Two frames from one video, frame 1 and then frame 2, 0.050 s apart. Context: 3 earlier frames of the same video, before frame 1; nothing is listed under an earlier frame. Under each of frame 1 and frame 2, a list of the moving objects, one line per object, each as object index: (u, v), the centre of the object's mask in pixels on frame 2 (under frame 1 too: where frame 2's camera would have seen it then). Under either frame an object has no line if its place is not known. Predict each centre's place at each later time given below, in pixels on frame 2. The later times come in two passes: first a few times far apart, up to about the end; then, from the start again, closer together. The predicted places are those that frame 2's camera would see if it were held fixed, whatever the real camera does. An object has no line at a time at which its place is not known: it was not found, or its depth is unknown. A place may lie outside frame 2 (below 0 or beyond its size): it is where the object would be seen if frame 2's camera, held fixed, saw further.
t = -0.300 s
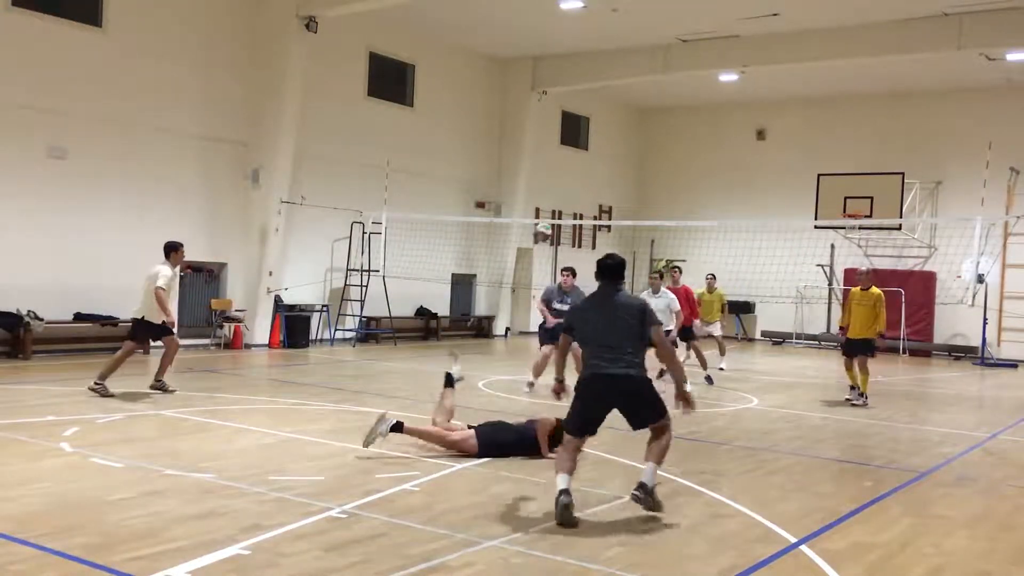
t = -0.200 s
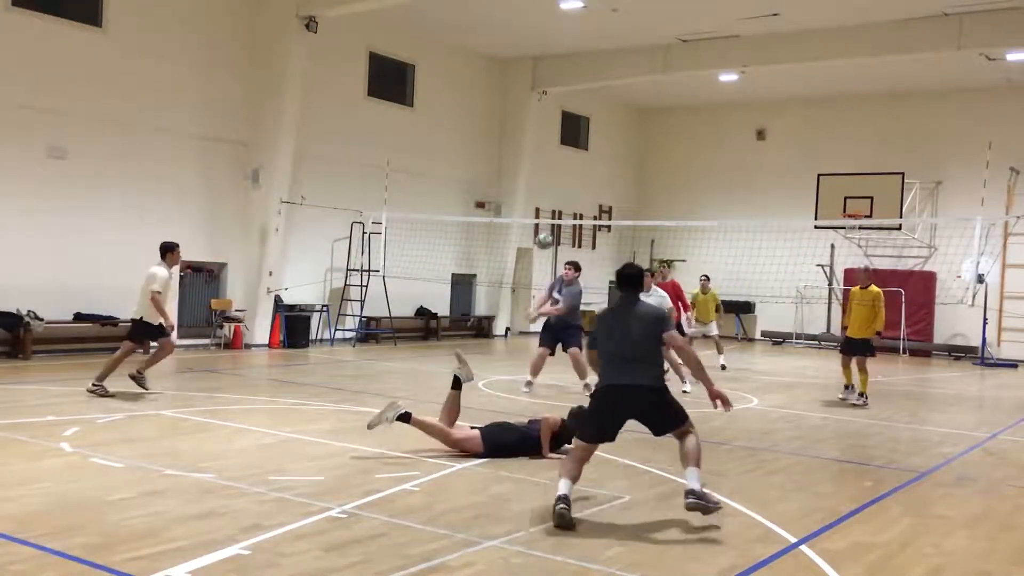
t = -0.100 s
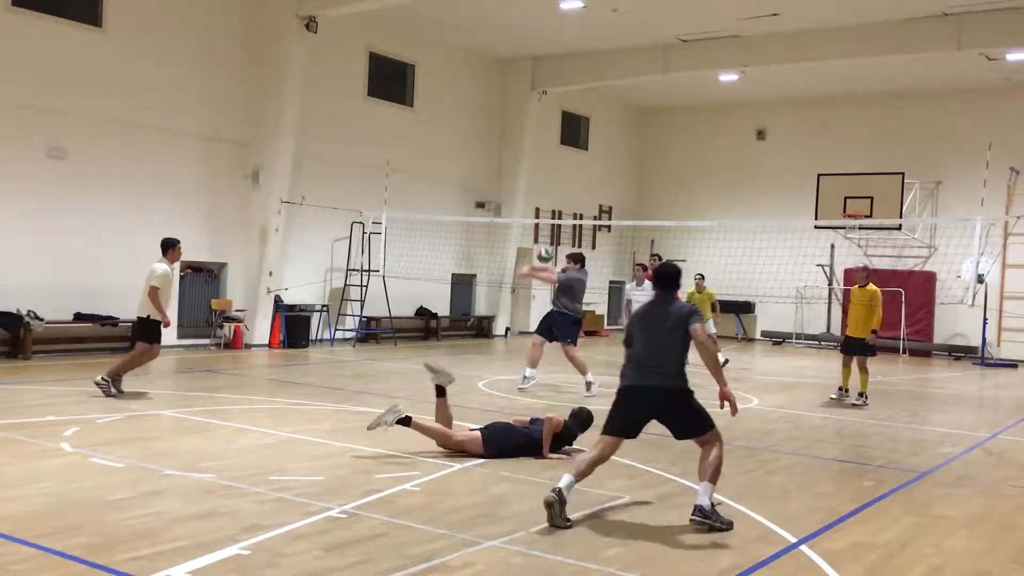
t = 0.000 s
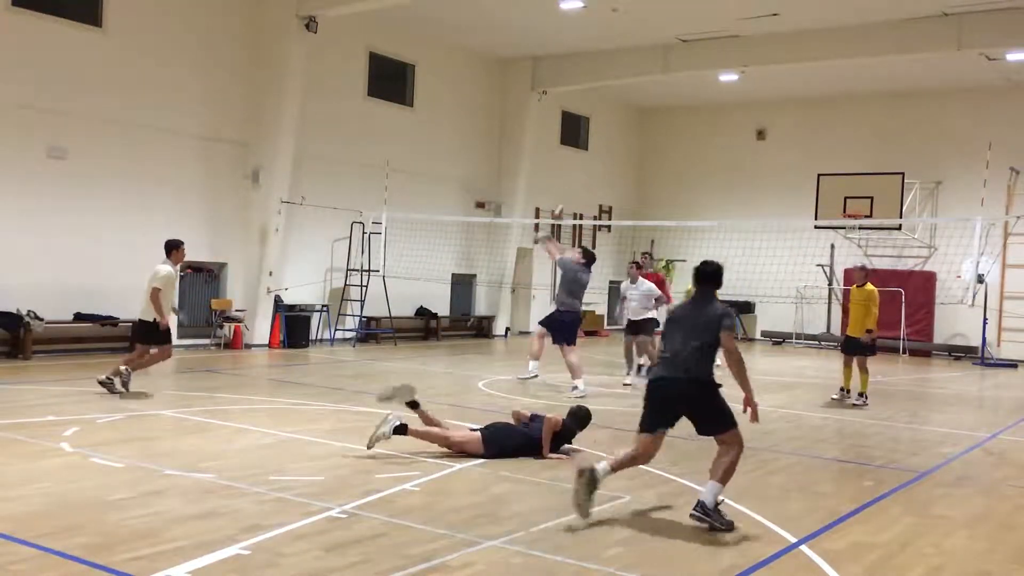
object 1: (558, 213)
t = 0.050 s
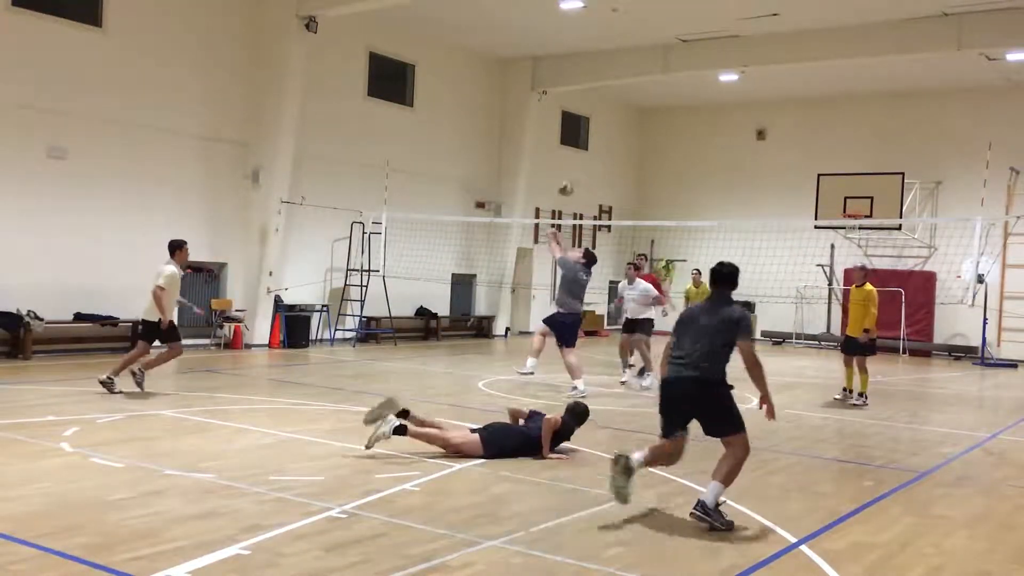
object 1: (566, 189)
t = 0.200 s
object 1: (589, 122)
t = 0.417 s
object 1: (627, 53)
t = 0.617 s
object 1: (663, 24)
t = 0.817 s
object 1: (699, 31)
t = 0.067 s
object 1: (567, 181)
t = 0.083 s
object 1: (570, 172)
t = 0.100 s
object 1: (573, 164)
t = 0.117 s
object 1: (576, 157)
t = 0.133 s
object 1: (579, 148)
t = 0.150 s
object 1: (581, 141)
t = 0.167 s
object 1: (584, 135)
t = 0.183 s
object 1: (588, 127)
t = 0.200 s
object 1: (589, 122)
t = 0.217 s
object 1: (592, 117)
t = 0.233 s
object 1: (596, 110)
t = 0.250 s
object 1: (599, 103)
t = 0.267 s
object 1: (604, 96)
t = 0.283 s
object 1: (605, 91)
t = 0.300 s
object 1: (606, 85)
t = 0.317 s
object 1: (611, 80)
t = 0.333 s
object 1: (613, 74)
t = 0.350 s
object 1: (616, 70)
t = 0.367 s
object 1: (619, 66)
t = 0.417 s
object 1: (627, 53)
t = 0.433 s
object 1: (630, 49)
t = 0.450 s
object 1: (633, 46)
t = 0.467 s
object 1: (636, 43)
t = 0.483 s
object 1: (639, 39)
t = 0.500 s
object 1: (642, 38)
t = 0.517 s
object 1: (646, 35)
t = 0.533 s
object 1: (648, 32)
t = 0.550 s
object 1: (651, 29)
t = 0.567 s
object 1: (654, 28)
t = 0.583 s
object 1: (657, 26)
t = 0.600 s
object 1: (661, 25)
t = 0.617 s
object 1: (663, 24)
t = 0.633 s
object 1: (666, 23)
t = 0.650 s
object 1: (669, 22)
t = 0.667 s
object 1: (672, 22)
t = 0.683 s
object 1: (675, 22)
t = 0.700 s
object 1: (678, 22)
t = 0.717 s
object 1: (681, 23)
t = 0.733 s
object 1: (684, 23)
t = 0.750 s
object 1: (687, 24)
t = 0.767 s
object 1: (689, 26)
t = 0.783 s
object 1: (693, 27)
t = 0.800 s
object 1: (696, 28)
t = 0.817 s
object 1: (699, 31)
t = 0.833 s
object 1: (702, 34)
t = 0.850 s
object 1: (705, 37)
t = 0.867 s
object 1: (709, 40)
